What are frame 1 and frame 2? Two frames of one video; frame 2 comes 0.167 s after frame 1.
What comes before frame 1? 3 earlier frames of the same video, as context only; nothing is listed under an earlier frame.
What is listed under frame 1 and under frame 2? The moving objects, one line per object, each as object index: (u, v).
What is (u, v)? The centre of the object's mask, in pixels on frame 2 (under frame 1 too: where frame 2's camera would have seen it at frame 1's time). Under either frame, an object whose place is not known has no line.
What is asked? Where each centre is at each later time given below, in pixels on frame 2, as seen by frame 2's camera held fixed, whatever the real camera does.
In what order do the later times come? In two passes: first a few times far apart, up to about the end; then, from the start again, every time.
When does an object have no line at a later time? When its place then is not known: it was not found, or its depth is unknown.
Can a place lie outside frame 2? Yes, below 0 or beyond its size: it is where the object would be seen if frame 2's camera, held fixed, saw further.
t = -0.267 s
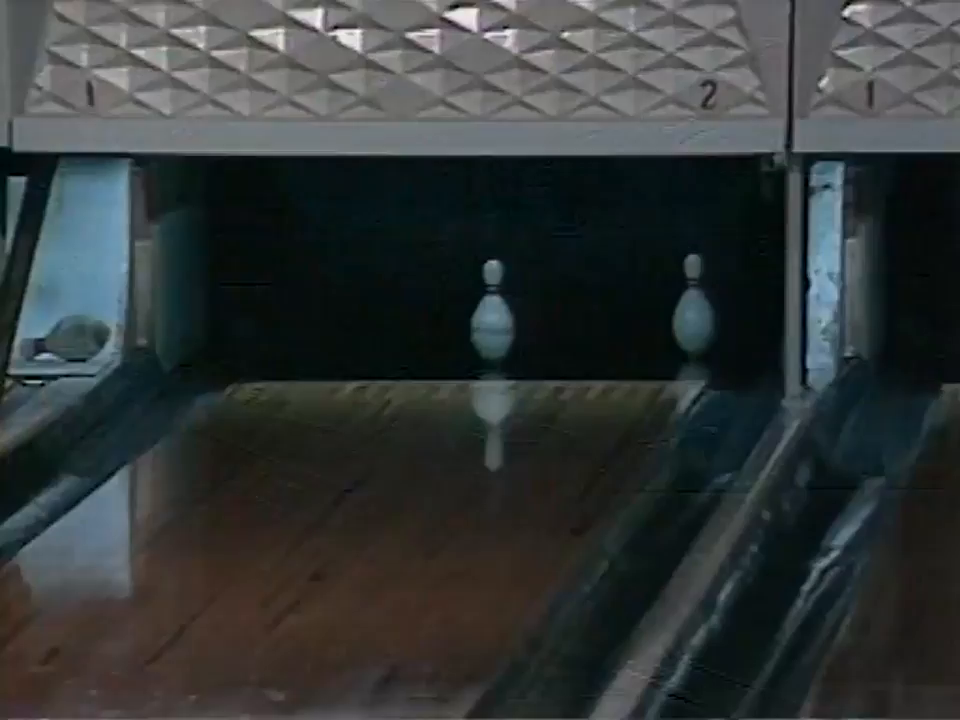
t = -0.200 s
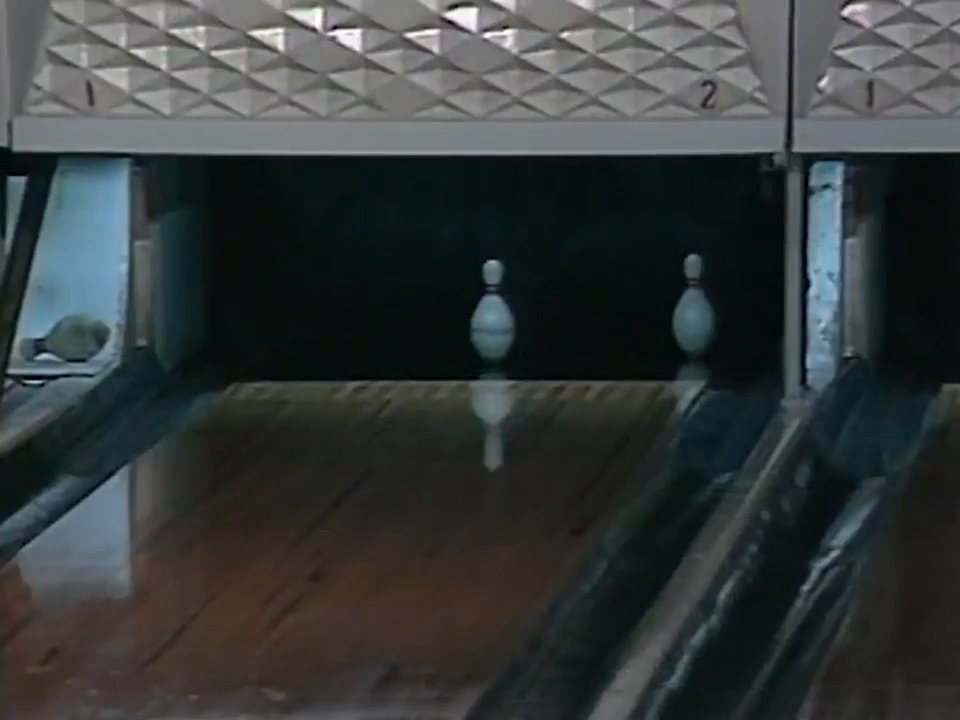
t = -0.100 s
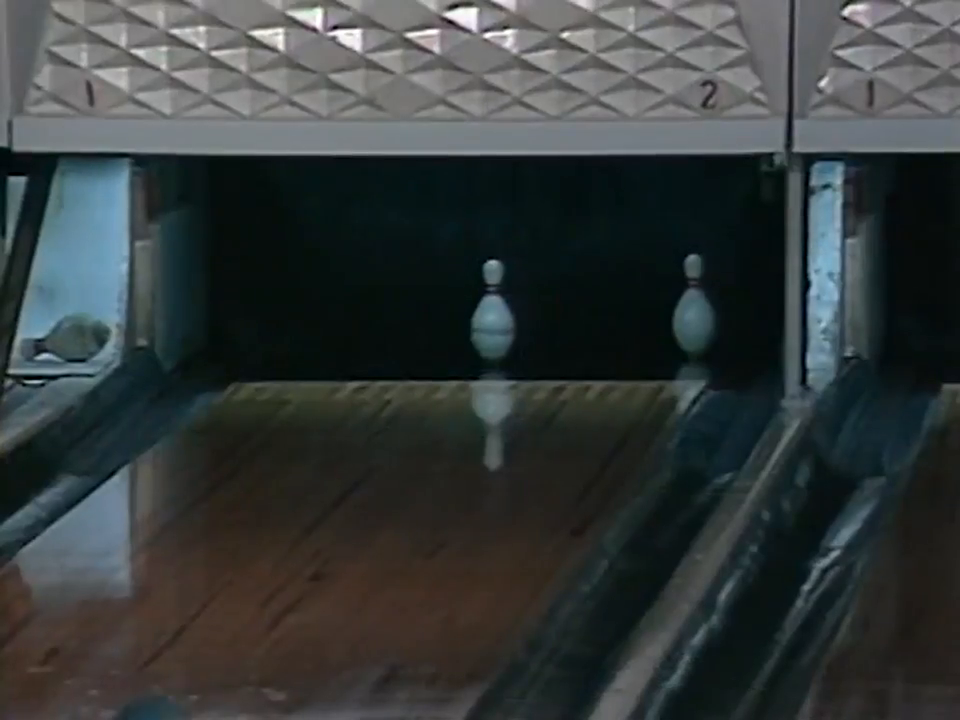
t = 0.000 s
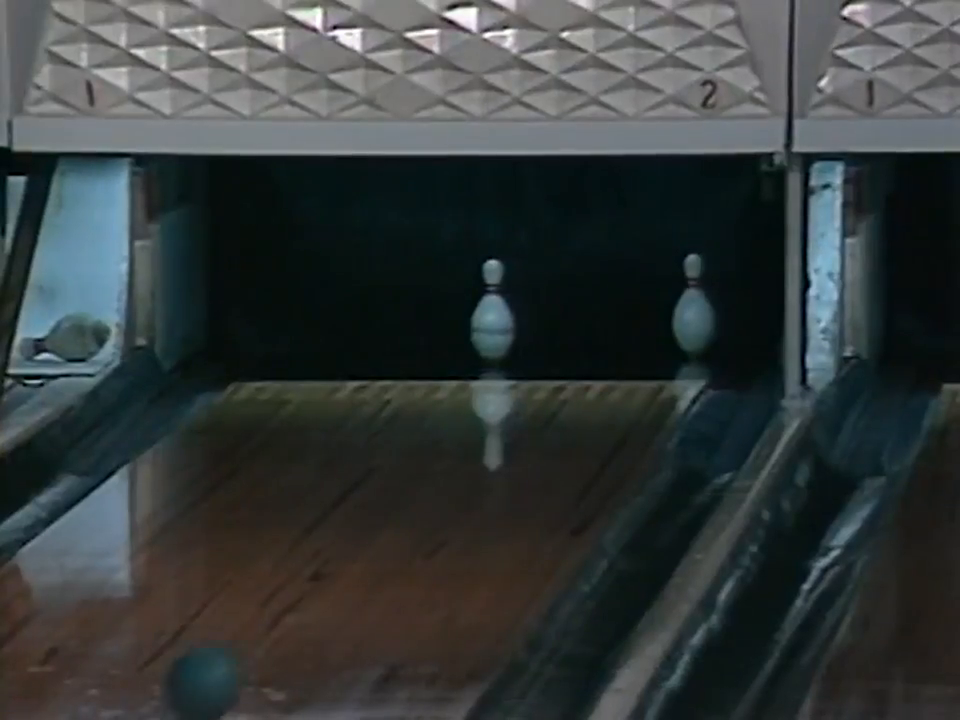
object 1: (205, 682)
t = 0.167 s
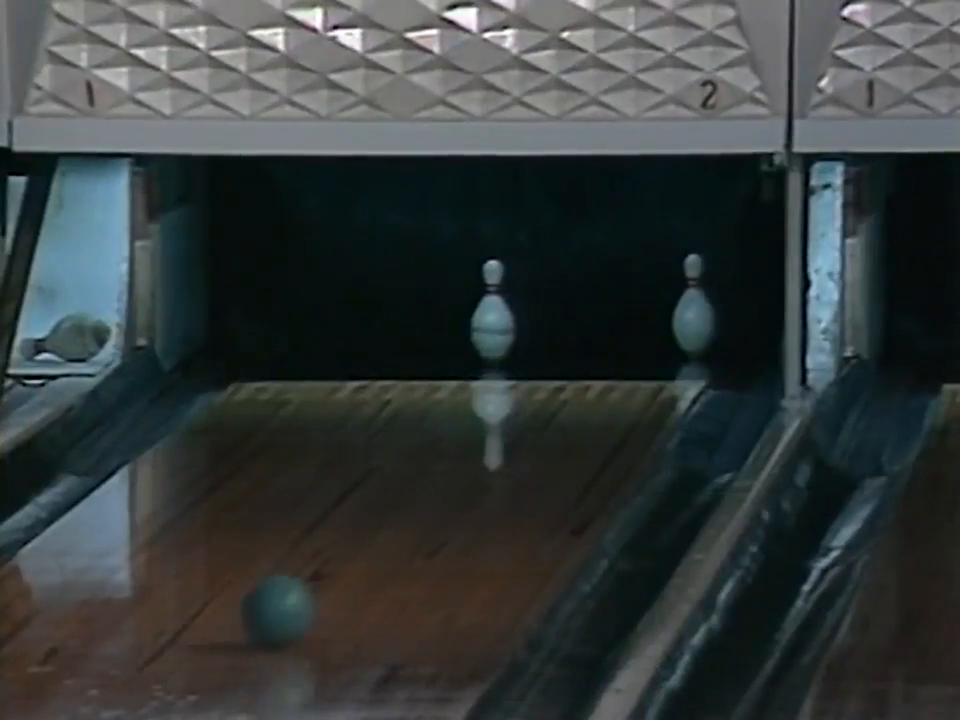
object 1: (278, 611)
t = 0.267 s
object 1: (314, 573)
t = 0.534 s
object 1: (390, 488)
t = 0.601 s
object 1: (407, 469)
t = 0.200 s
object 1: (291, 597)
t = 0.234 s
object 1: (303, 586)
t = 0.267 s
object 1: (314, 573)
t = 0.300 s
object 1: (326, 560)
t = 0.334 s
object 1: (337, 549)
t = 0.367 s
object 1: (347, 539)
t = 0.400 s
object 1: (357, 527)
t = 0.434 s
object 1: (365, 518)
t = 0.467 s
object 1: (376, 507)
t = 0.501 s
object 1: (382, 497)
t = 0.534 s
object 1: (390, 488)
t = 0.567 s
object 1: (399, 479)
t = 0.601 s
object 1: (407, 469)
